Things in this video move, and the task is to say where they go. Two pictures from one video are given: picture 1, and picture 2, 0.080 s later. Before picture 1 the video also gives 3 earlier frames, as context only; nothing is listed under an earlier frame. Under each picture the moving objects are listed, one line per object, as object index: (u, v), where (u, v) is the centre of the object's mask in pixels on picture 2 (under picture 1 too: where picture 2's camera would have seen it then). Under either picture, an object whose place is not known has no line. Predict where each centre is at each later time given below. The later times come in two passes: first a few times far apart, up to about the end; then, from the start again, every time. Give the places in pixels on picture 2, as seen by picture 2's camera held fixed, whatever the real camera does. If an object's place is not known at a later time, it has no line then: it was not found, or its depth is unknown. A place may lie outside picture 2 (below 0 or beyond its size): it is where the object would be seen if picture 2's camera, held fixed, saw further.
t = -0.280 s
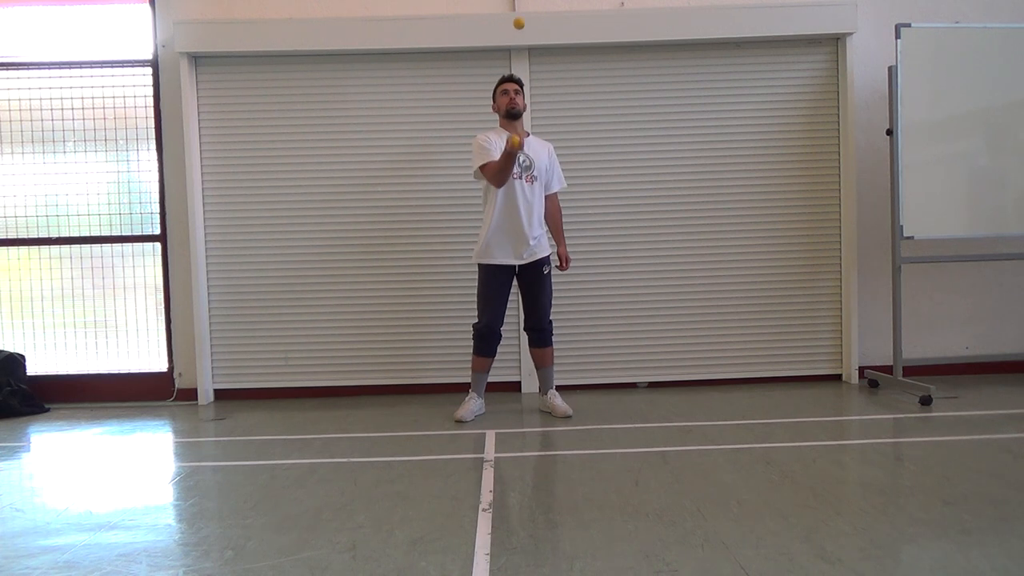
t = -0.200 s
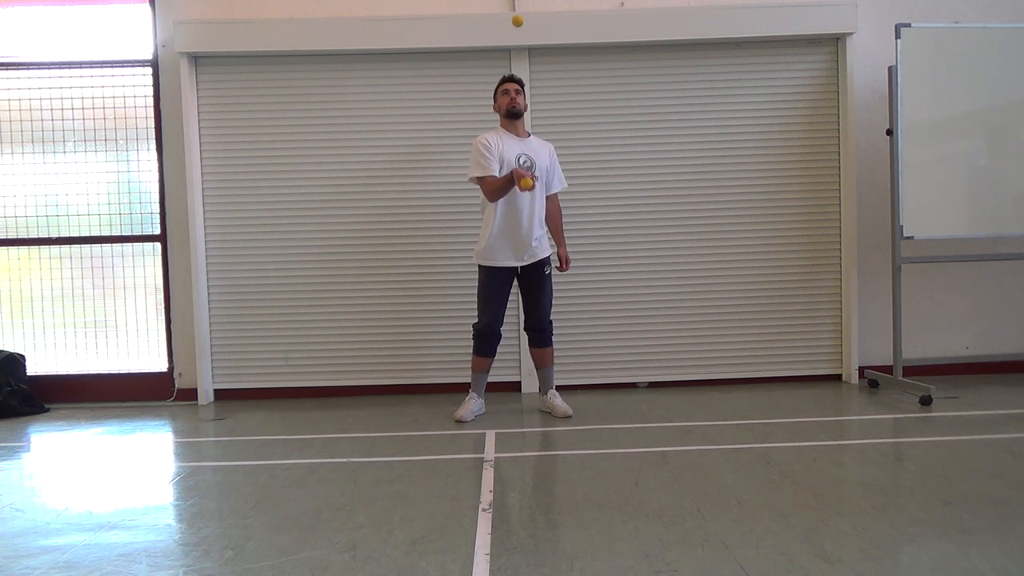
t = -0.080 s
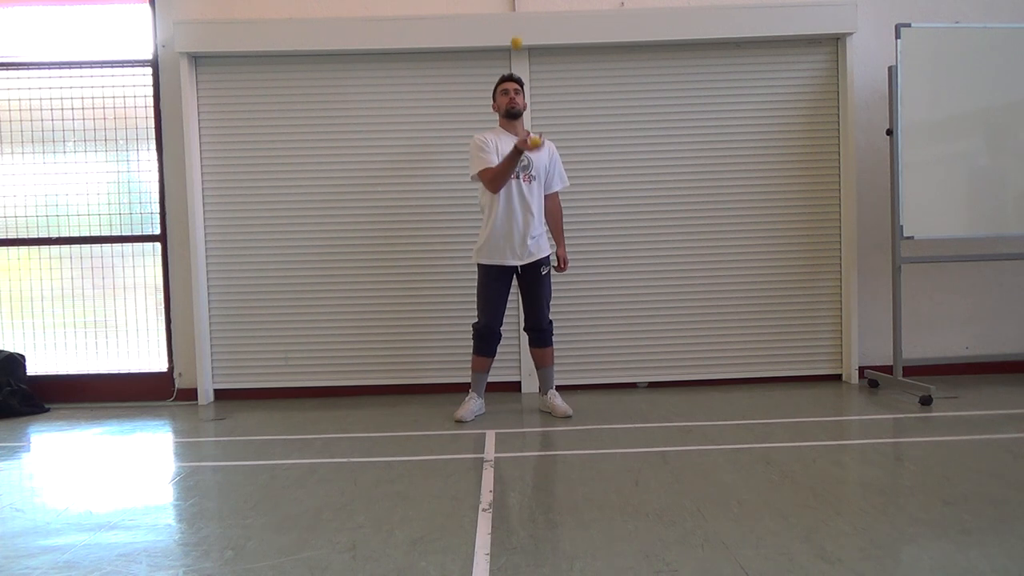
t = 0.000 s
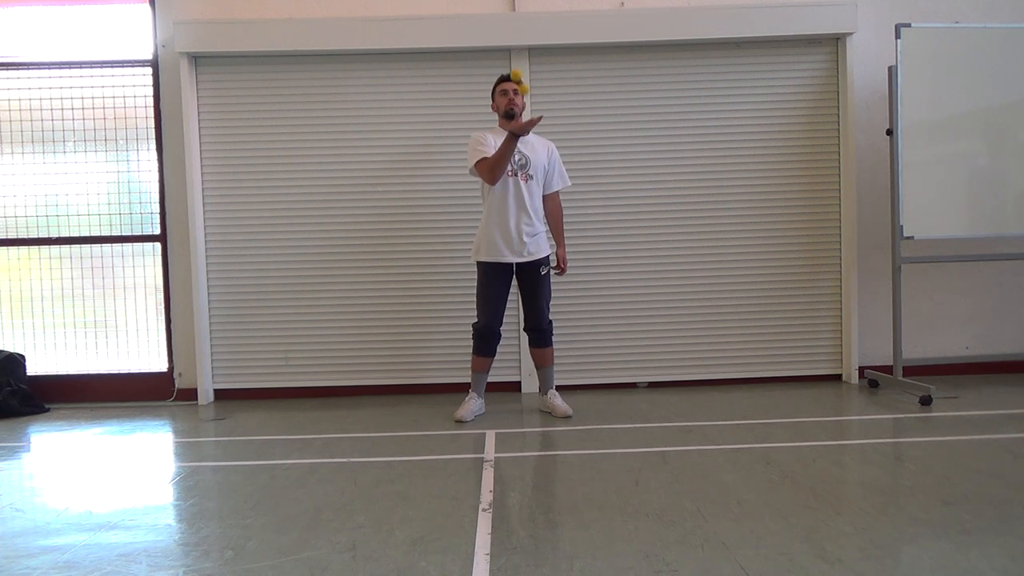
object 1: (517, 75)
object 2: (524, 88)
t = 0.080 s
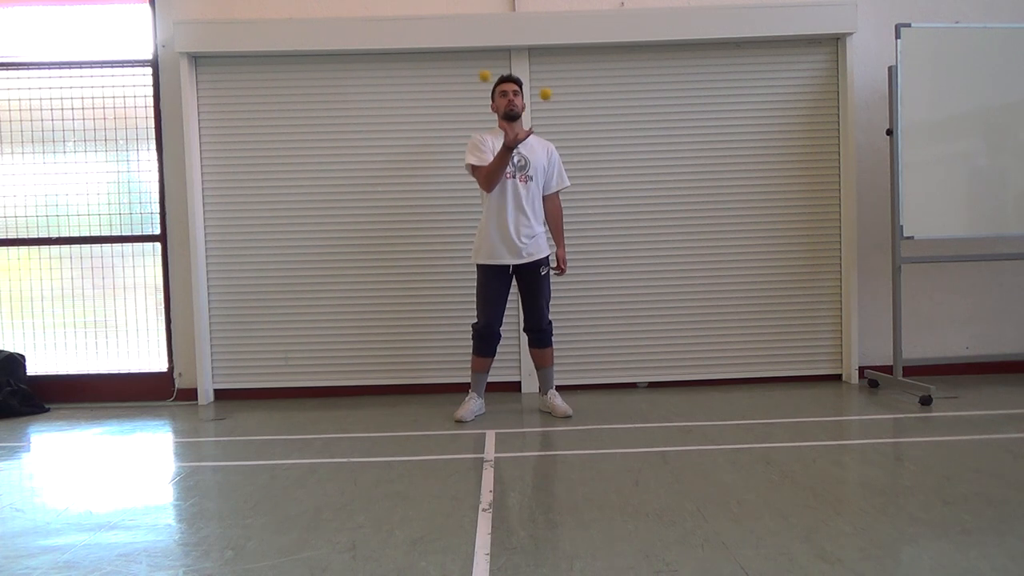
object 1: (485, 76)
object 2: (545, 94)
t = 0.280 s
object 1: (404, 122)
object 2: (619, 186)
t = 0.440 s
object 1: (347, 213)
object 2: (688, 343)
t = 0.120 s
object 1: (467, 79)
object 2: (559, 104)
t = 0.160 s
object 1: (451, 85)
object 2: (573, 118)
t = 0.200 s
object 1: (435, 94)
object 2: (589, 136)
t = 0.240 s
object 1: (420, 107)
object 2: (603, 159)
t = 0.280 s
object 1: (404, 122)
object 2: (619, 186)
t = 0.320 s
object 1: (389, 141)
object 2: (635, 217)
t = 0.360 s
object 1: (375, 162)
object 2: (652, 253)
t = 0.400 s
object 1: (361, 186)
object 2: (670, 297)
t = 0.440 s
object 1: (347, 213)
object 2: (688, 343)
